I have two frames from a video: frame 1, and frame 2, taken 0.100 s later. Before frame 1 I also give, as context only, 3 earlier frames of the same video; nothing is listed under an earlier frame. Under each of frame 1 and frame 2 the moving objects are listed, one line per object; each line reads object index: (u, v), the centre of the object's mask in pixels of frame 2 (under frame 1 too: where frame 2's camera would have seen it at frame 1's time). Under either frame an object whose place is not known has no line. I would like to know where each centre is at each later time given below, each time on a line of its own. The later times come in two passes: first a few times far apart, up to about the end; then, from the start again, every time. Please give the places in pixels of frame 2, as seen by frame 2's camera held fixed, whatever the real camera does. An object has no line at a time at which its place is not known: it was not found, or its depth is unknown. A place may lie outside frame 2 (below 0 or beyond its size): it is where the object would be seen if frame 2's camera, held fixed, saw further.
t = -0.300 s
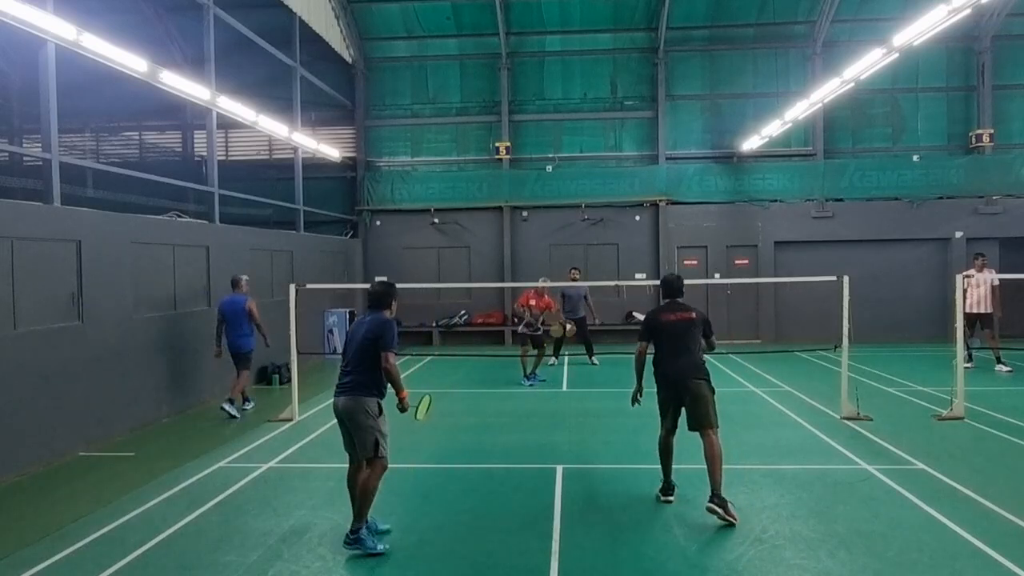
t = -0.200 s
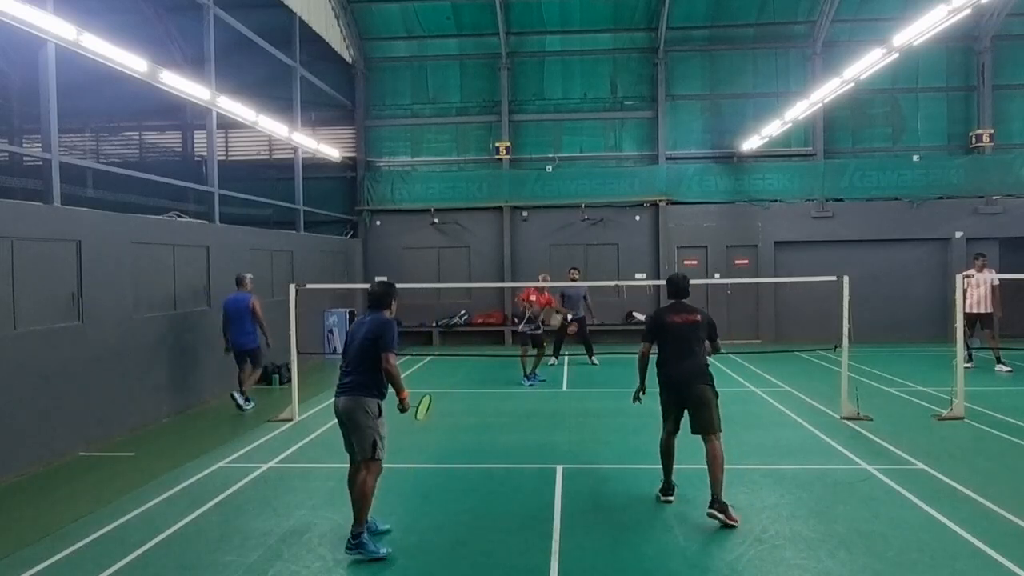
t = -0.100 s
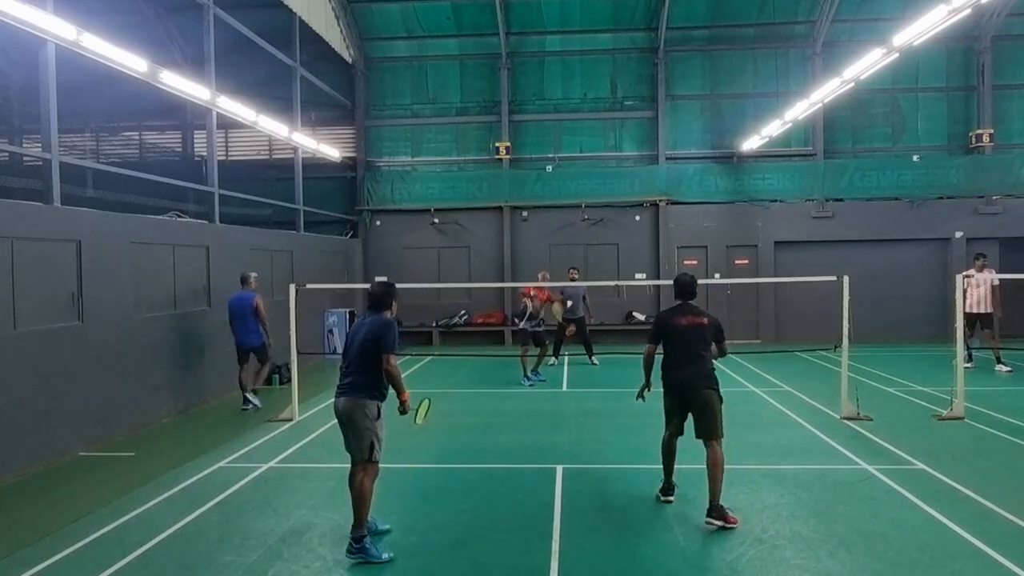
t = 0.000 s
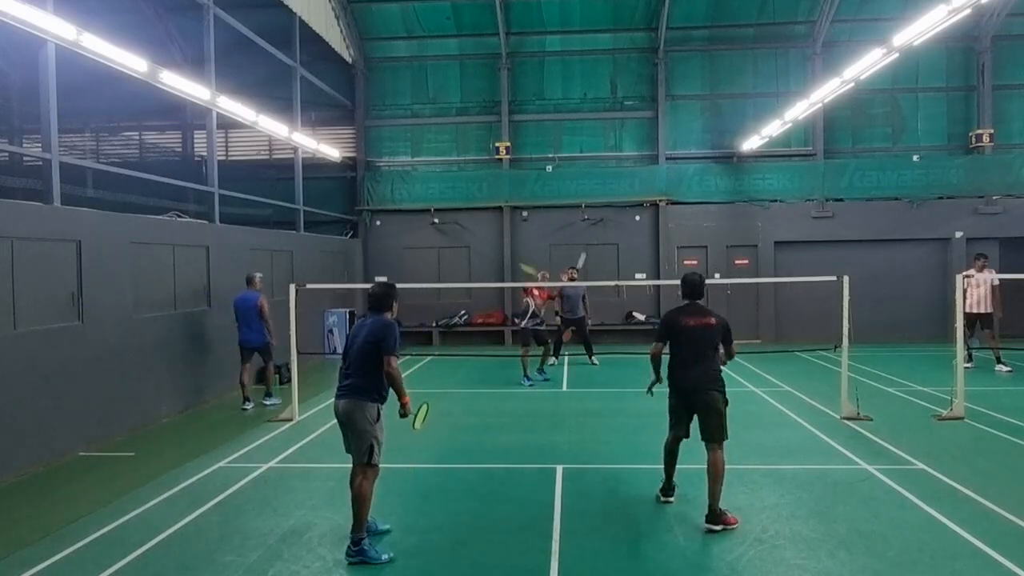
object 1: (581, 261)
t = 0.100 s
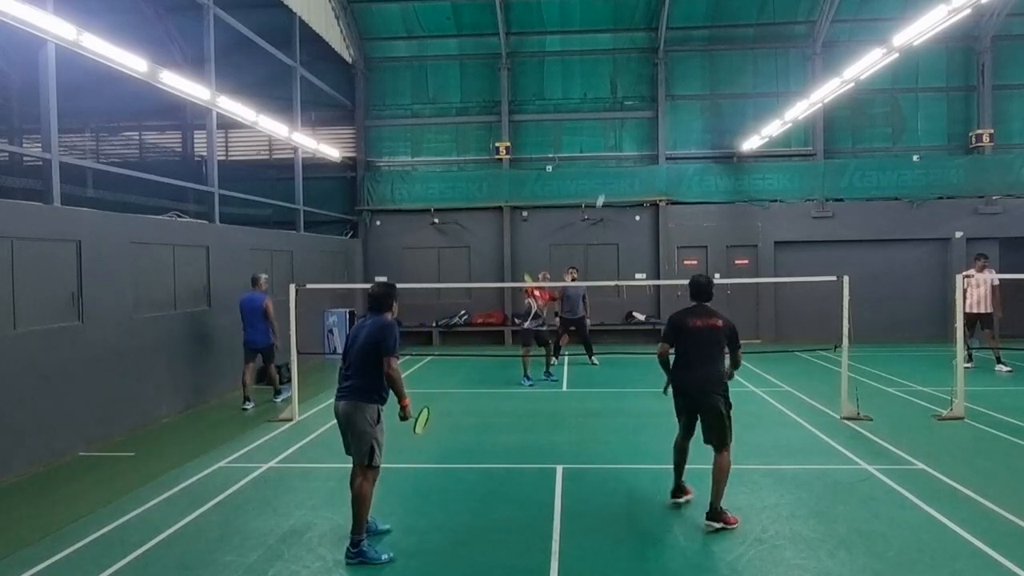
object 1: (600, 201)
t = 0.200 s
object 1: (620, 154)
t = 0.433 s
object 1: (665, 78)
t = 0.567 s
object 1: (692, 60)
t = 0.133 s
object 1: (607, 184)
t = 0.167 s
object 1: (613, 168)
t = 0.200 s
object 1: (620, 154)
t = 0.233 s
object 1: (626, 140)
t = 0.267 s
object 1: (633, 127)
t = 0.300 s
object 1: (639, 115)
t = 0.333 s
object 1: (646, 104)
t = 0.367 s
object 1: (652, 94)
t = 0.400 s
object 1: (659, 85)
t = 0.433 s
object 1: (665, 78)
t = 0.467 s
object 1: (672, 71)
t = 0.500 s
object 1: (679, 67)
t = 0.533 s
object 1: (685, 63)
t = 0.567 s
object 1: (692, 60)
